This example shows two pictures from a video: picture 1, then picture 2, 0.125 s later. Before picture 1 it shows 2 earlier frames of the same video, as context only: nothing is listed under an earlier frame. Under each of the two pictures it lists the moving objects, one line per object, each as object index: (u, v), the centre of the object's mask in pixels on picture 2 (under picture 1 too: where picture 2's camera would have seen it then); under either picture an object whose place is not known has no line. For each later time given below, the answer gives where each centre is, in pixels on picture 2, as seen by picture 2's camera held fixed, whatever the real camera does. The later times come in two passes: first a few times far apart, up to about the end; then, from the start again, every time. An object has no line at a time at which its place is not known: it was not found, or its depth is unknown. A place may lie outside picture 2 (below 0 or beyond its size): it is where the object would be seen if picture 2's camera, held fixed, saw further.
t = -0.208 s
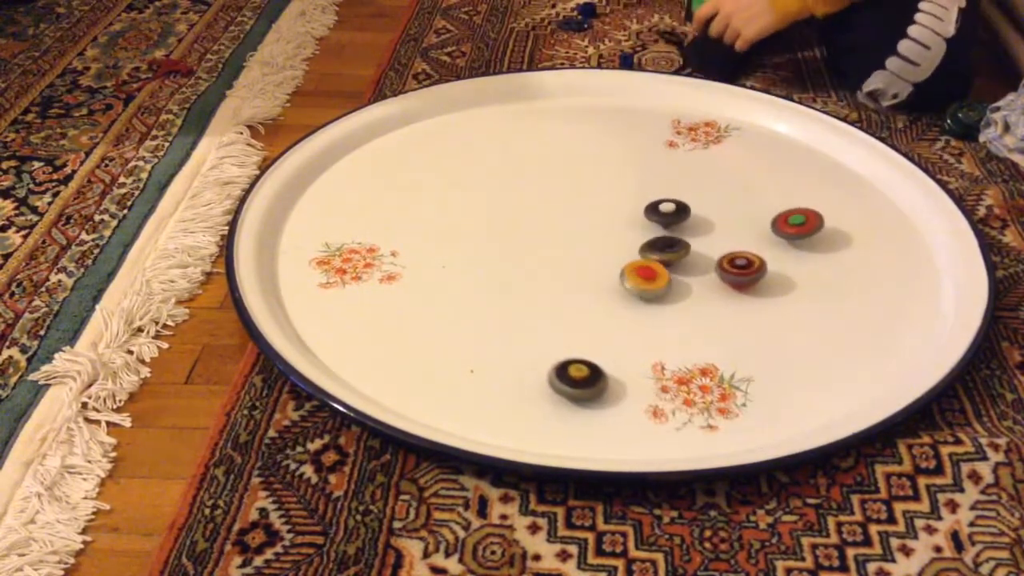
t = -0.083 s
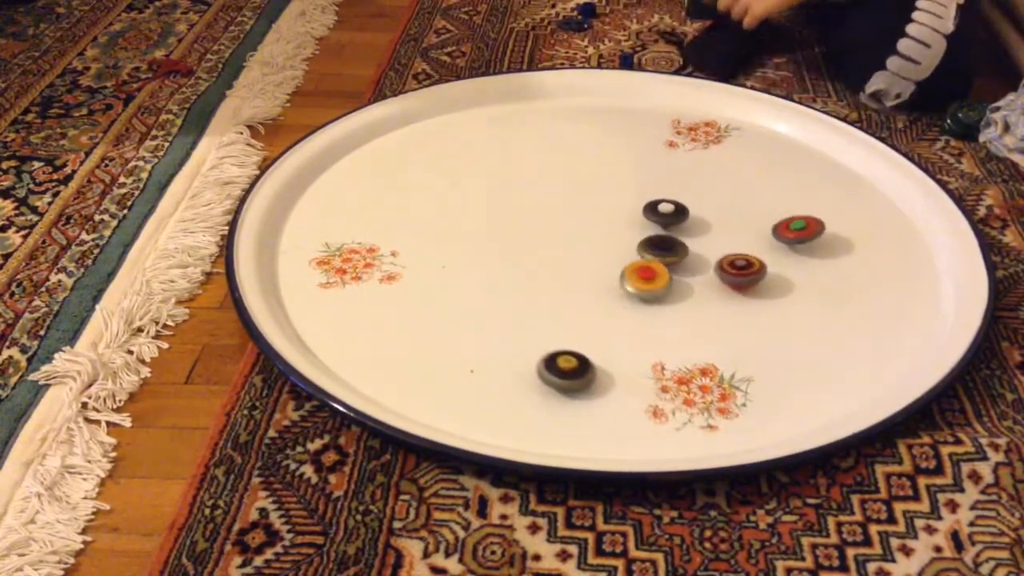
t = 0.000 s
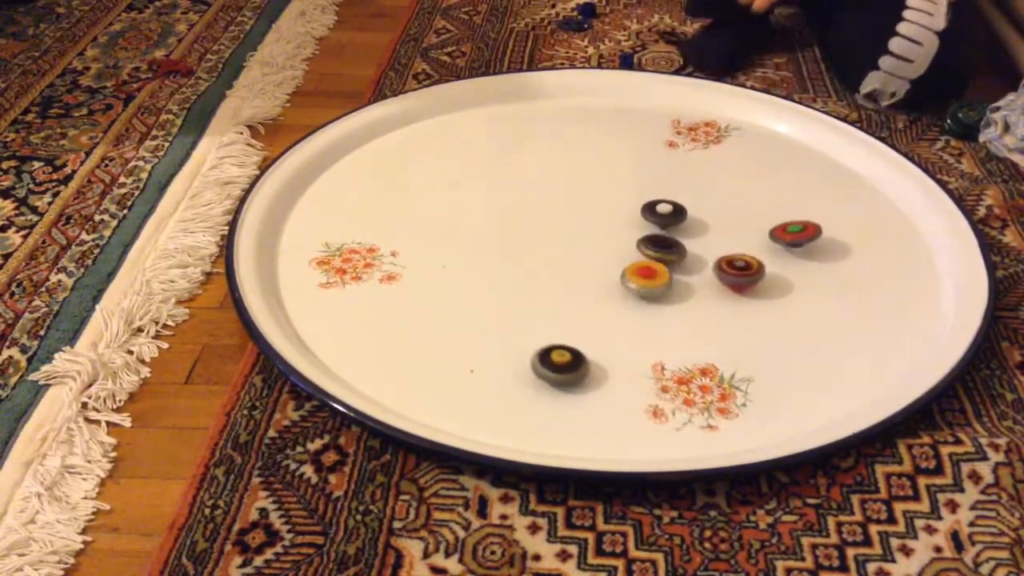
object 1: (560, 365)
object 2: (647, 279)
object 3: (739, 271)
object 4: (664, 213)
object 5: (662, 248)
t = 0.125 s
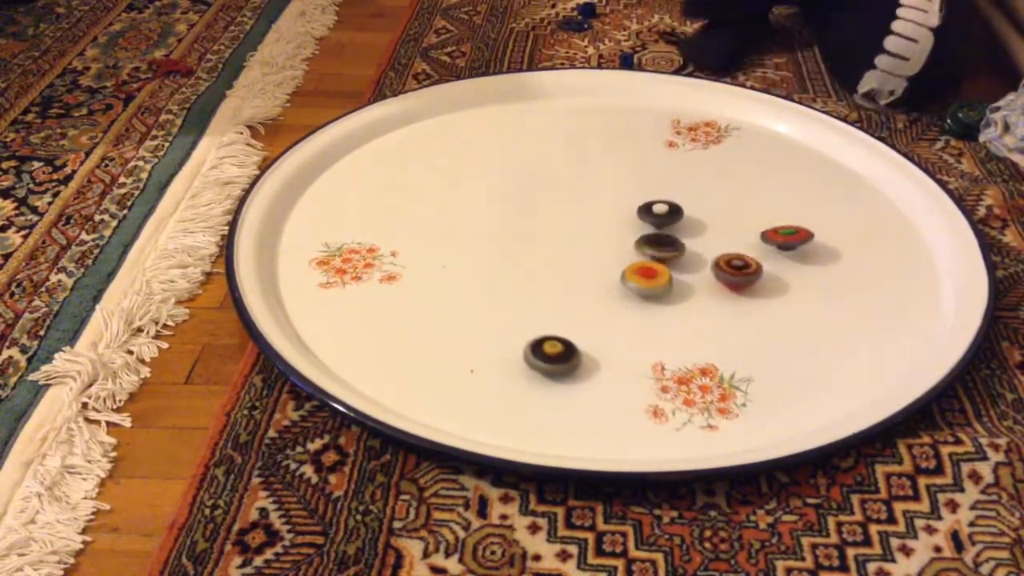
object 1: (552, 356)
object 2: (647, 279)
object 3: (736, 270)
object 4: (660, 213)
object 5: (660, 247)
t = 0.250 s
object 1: (546, 346)
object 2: (646, 279)
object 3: (735, 269)
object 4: (658, 213)
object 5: (660, 246)
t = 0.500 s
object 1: (538, 325)
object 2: (648, 277)
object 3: (740, 265)
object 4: (656, 212)
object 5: (667, 246)
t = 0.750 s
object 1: (538, 305)
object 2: (645, 280)
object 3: (749, 266)
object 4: (655, 212)
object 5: (668, 247)
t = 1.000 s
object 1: (542, 287)
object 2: (641, 275)
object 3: (752, 269)
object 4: (655, 214)
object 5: (675, 249)
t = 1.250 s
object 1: (556, 269)
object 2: (641, 275)
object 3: (750, 270)
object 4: (653, 216)
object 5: (678, 252)
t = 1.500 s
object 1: (574, 256)
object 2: (635, 274)
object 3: (749, 267)
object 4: (649, 217)
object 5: (676, 253)
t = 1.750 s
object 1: (596, 244)
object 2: (637, 277)
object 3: (755, 265)
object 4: (644, 218)
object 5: (679, 252)
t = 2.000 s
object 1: (601, 238)
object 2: (637, 276)
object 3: (762, 267)
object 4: (657, 216)
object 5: (680, 254)
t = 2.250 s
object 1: (605, 234)
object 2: (641, 277)
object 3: (761, 269)
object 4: (686, 218)
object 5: (679, 252)
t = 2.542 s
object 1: (553, 236)
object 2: (639, 278)
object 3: (759, 267)
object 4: (697, 211)
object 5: (681, 252)
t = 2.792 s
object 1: (558, 238)
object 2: (644, 276)
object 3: (763, 264)
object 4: (692, 212)
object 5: (685, 251)
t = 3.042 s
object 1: (568, 243)
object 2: (645, 278)
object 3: (769, 265)
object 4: (696, 210)
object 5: (688, 252)
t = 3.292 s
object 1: (585, 248)
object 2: (654, 276)
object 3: (771, 267)
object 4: (689, 211)
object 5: (687, 252)
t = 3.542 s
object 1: (603, 253)
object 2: (655, 269)
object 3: (769, 267)
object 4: (694, 212)
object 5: (690, 250)
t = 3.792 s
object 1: (615, 253)
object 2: (658, 273)
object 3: (768, 264)
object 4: (689, 211)
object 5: (696, 250)
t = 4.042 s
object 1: (617, 247)
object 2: (664, 281)
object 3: (772, 262)
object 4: (692, 212)
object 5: (707, 257)
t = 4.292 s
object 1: (627, 245)
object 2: (654, 277)
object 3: (777, 262)
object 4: (691, 212)
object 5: (704, 261)
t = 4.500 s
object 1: (638, 244)
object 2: (658, 272)
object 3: (780, 263)
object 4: (688, 214)
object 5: (703, 258)
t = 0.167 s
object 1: (550, 353)
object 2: (646, 280)
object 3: (736, 270)
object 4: (660, 213)
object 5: (662, 247)
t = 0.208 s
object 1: (548, 349)
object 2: (646, 278)
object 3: (736, 269)
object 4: (658, 213)
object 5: (661, 247)
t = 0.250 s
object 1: (546, 346)
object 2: (646, 279)
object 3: (735, 269)
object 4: (658, 213)
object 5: (660, 246)
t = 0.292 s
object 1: (544, 342)
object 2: (645, 278)
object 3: (736, 268)
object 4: (657, 213)
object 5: (661, 245)
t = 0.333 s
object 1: (543, 339)
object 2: (646, 277)
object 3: (736, 268)
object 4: (657, 212)
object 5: (664, 246)
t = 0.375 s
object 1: (541, 336)
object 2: (647, 277)
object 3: (737, 267)
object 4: (656, 212)
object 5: (665, 247)
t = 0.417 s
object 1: (540, 332)
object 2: (645, 278)
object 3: (737, 266)
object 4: (656, 212)
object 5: (664, 246)
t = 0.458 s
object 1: (539, 329)
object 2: (647, 276)
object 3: (738, 266)
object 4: (655, 212)
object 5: (664, 245)
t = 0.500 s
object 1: (538, 325)
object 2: (648, 277)
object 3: (740, 265)
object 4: (656, 212)
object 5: (667, 246)
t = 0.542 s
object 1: (538, 322)
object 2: (646, 277)
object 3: (741, 265)
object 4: (655, 212)
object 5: (667, 246)
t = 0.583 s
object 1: (537, 318)
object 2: (648, 275)
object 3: (743, 265)
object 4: (655, 212)
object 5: (666, 246)
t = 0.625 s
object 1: (537, 315)
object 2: (649, 276)
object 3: (744, 265)
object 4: (654, 212)
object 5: (666, 246)
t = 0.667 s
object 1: (537, 312)
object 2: (648, 277)
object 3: (746, 265)
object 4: (655, 212)
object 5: (668, 247)
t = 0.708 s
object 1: (537, 308)
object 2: (648, 278)
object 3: (748, 266)
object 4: (654, 212)
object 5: (668, 247)
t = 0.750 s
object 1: (538, 305)
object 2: (645, 280)
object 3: (749, 266)
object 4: (655, 212)
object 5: (668, 247)
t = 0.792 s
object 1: (538, 302)
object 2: (642, 279)
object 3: (750, 266)
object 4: (654, 212)
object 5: (669, 247)
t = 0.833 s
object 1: (538, 299)
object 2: (641, 276)
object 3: (751, 267)
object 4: (655, 213)
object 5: (670, 248)
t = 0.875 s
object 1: (539, 296)
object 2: (641, 276)
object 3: (751, 268)
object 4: (654, 213)
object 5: (670, 248)
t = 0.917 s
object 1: (540, 293)
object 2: (640, 276)
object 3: (752, 268)
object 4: (655, 213)
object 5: (671, 248)
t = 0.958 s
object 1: (541, 290)
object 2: (639, 275)
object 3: (752, 269)
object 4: (655, 213)
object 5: (673, 248)
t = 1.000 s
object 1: (542, 287)
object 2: (641, 275)
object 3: (752, 269)
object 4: (655, 214)
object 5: (675, 249)
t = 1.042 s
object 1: (544, 284)
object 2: (639, 275)
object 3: (752, 269)
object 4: (654, 214)
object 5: (676, 250)
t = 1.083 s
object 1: (546, 281)
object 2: (639, 275)
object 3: (752, 270)
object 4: (655, 214)
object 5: (676, 250)
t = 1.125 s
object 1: (548, 278)
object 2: (641, 274)
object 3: (751, 270)
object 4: (654, 215)
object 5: (676, 250)
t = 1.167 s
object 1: (551, 275)
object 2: (640, 275)
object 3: (750, 270)
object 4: (654, 215)
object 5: (677, 250)
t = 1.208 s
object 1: (553, 272)
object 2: (640, 275)
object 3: (750, 270)
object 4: (653, 215)
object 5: (679, 252)
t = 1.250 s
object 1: (556, 269)
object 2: (641, 275)
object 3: (750, 270)
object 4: (653, 216)
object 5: (678, 252)
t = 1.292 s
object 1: (559, 267)
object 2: (637, 277)
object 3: (749, 269)
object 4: (652, 216)
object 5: (677, 252)
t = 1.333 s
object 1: (561, 265)
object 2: (636, 276)
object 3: (749, 269)
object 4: (652, 216)
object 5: (678, 252)
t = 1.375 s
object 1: (564, 262)
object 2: (636, 275)
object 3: (749, 268)
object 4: (651, 217)
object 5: (680, 254)
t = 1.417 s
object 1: (567, 260)
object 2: (636, 275)
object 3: (748, 268)
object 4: (651, 217)
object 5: (679, 254)
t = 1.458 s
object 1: (570, 258)
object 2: (635, 275)
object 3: (749, 267)
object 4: (649, 218)
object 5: (678, 254)
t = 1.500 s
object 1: (574, 256)
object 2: (635, 274)
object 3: (749, 267)
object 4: (649, 217)
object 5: (676, 253)
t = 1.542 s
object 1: (578, 254)
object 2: (637, 274)
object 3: (750, 266)
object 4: (648, 218)
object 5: (678, 252)
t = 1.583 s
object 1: (581, 252)
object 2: (638, 275)
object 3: (751, 266)
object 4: (648, 218)
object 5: (679, 252)
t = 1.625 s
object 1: (585, 250)
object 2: (637, 276)
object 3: (752, 265)
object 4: (646, 218)
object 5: (678, 252)
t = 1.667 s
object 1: (589, 248)
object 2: (638, 277)
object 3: (753, 265)
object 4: (646, 218)
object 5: (677, 252)
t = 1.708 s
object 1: (592, 246)
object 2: (637, 278)
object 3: (754, 265)
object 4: (645, 218)
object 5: (678, 252)
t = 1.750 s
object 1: (596, 244)
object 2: (637, 277)
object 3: (755, 265)
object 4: (644, 218)
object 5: (679, 252)
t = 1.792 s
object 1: (600, 242)
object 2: (637, 276)
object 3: (757, 265)
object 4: (643, 219)
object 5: (679, 252)
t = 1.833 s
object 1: (604, 241)
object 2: (638, 277)
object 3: (758, 266)
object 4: (643, 219)
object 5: (679, 252)
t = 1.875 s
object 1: (605, 239)
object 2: (638, 278)
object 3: (759, 266)
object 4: (644, 218)
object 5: (680, 251)
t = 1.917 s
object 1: (603, 239)
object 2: (637, 277)
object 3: (760, 267)
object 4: (650, 217)
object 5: (682, 252)
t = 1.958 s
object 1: (601, 239)
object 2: (637, 276)
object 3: (761, 267)
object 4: (654, 216)
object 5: (681, 253)
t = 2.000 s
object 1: (601, 238)
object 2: (637, 276)
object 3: (762, 267)
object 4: (657, 216)
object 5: (680, 254)
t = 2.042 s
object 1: (603, 237)
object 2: (637, 276)
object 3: (762, 267)
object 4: (660, 217)
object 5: (679, 253)
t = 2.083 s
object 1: (607, 236)
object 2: (637, 276)
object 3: (762, 268)
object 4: (661, 217)
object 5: (681, 252)
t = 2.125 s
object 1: (611, 235)
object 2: (639, 276)
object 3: (762, 268)
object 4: (664, 218)
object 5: (682, 253)
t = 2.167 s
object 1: (615, 234)
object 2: (639, 275)
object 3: (762, 269)
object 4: (665, 219)
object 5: (681, 253)
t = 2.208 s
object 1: (619, 233)
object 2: (639, 276)
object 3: (762, 269)
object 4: (667, 219)
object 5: (680, 252)
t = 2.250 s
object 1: (605, 234)
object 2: (641, 277)
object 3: (761, 269)
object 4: (686, 218)
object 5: (679, 252)
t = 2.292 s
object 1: (586, 235)
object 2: (641, 278)
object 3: (760, 269)
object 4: (696, 220)
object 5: (680, 252)
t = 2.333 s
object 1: (568, 235)
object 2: (640, 278)
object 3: (760, 268)
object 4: (695, 214)
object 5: (680, 252)
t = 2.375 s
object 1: (558, 235)
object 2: (640, 278)
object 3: (760, 268)
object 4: (695, 213)
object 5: (680, 253)
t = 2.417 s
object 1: (553, 235)
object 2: (640, 277)
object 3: (759, 268)
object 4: (695, 212)
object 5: (680, 251)
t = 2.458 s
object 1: (553, 235)
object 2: (641, 278)
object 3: (759, 268)
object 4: (696, 210)
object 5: (681, 251)
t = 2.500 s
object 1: (553, 235)
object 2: (639, 279)
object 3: (759, 267)
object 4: (697, 210)
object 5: (682, 252)
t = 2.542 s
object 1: (553, 236)
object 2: (639, 278)
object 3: (759, 267)
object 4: (697, 211)
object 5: (681, 252)
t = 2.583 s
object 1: (554, 236)
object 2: (639, 277)
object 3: (759, 266)
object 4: (694, 211)
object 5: (681, 252)
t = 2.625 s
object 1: (555, 236)
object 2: (640, 276)
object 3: (759, 266)
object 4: (692, 211)
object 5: (682, 251)
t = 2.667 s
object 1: (556, 237)
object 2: (641, 276)
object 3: (760, 265)
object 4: (692, 210)
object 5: (684, 252)
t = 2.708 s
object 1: (557, 237)
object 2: (642, 276)
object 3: (761, 265)
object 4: (692, 210)
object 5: (685, 252)
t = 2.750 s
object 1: (558, 238)
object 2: (642, 276)
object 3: (762, 264)
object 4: (692, 210)
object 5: (684, 252)
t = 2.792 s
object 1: (558, 238)
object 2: (644, 276)
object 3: (763, 264)
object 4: (692, 212)
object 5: (685, 251)
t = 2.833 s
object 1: (560, 239)
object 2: (643, 276)
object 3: (763, 264)
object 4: (691, 212)
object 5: (687, 251)
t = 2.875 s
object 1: (561, 240)
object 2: (643, 277)
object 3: (765, 264)
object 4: (693, 211)
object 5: (687, 252)
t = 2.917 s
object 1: (562, 240)
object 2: (643, 277)
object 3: (766, 264)
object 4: (695, 212)
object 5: (686, 252)
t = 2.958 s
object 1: (564, 241)
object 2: (644, 278)
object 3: (767, 264)
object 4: (695, 213)
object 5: (685, 252)
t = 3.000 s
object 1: (566, 242)
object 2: (645, 278)
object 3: (768, 265)
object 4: (695, 212)
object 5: (685, 252)
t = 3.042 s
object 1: (568, 243)
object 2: (645, 278)
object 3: (769, 265)
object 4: (696, 210)
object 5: (688, 252)
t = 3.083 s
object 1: (571, 244)
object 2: (646, 278)
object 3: (770, 265)
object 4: (695, 210)
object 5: (689, 254)
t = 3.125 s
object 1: (573, 244)
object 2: (646, 277)
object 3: (771, 265)
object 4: (694, 211)
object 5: (686, 253)
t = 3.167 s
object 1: (576, 245)
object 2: (647, 277)
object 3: (770, 266)
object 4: (693, 211)
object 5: (685, 252)
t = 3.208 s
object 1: (579, 246)
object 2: (649, 277)
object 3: (771, 266)
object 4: (691, 211)
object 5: (685, 252)
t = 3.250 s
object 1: (581, 247)
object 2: (651, 276)
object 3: (771, 266)
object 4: (690, 211)
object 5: (687, 252)
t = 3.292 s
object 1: (585, 248)
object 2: (654, 276)
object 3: (771, 267)
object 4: (689, 211)
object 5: (687, 252)
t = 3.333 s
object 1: (587, 248)
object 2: (655, 275)
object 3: (771, 267)
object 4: (690, 212)
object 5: (687, 252)
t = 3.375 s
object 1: (590, 249)
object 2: (657, 274)
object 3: (771, 267)
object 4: (690, 212)
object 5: (686, 251)
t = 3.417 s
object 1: (594, 251)
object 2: (659, 272)
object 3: (771, 267)
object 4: (692, 211)
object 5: (687, 250)
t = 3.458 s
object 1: (597, 251)
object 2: (658, 270)
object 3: (770, 267)
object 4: (693, 211)
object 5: (688, 250)
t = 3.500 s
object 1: (600, 252)
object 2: (656, 269)
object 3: (769, 267)
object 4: (694, 212)
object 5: (689, 250)
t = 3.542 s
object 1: (603, 253)
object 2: (655, 269)
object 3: (769, 267)
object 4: (694, 212)
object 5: (690, 250)
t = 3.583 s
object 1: (606, 253)
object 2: (650, 269)
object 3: (769, 267)
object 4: (695, 211)
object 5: (691, 249)
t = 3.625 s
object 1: (607, 252)
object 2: (646, 270)
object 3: (768, 266)
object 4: (694, 211)
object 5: (692, 250)
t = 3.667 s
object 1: (609, 252)
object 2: (648, 273)
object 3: (768, 266)
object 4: (693, 211)
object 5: (693, 250)
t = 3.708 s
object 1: (611, 252)
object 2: (651, 274)
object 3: (768, 266)
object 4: (691, 211)
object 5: (694, 250)
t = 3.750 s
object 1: (613, 253)
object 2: (654, 274)
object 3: (768, 265)
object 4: (690, 211)
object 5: (695, 251)
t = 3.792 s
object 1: (615, 253)
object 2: (658, 273)
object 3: (768, 264)
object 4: (689, 211)
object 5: (696, 250)
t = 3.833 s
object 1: (617, 253)
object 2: (660, 271)
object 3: (768, 264)
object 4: (688, 211)
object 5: (698, 252)
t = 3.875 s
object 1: (618, 252)
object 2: (662, 270)
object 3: (769, 264)
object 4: (689, 212)
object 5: (698, 252)
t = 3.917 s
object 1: (615, 250)
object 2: (668, 271)
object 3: (769, 263)
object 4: (689, 212)
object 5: (701, 253)
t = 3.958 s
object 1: (614, 248)
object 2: (667, 277)
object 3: (770, 263)
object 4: (690, 211)
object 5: (704, 254)
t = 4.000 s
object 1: (615, 247)
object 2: (667, 280)
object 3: (771, 262)
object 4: (692, 211)
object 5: (707, 255)
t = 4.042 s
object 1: (617, 247)
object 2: (664, 281)
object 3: (772, 262)
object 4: (692, 212)
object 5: (707, 257)
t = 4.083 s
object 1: (618, 246)
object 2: (660, 282)
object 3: (772, 262)
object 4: (693, 212)
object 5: (706, 260)
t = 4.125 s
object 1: (620, 246)
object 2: (658, 282)
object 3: (774, 262)
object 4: (694, 211)
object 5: (704, 260)
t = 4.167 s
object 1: (621, 246)
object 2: (656, 280)
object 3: (774, 262)
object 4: (694, 211)
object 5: (705, 261)
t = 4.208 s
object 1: (623, 245)
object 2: (655, 279)
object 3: (775, 262)
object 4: (693, 211)
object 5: (705, 261)
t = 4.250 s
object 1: (625, 245)
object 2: (654, 279)
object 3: (776, 262)
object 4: (692, 212)
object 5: (705, 262)
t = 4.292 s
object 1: (627, 245)
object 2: (654, 277)
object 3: (777, 262)
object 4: (691, 212)
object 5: (704, 261)
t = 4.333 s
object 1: (629, 245)
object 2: (654, 276)
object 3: (778, 262)
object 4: (690, 212)
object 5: (704, 261)
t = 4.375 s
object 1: (631, 245)
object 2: (655, 275)
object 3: (779, 262)
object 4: (689, 212)
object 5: (703, 261)
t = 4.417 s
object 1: (634, 244)
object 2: (655, 273)
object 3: (779, 262)
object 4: (688, 212)
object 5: (703, 260)
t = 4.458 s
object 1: (636, 244)
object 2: (656, 272)
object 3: (780, 262)
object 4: (688, 212)
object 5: (703, 258)
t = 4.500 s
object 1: (638, 244)
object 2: (658, 272)
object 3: (780, 263)
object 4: (688, 214)
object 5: (703, 258)
